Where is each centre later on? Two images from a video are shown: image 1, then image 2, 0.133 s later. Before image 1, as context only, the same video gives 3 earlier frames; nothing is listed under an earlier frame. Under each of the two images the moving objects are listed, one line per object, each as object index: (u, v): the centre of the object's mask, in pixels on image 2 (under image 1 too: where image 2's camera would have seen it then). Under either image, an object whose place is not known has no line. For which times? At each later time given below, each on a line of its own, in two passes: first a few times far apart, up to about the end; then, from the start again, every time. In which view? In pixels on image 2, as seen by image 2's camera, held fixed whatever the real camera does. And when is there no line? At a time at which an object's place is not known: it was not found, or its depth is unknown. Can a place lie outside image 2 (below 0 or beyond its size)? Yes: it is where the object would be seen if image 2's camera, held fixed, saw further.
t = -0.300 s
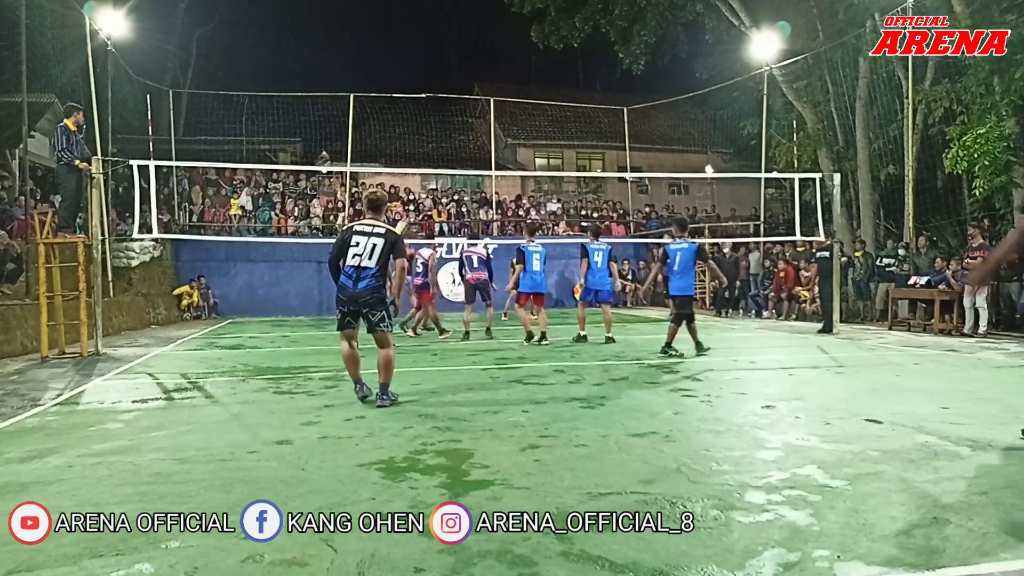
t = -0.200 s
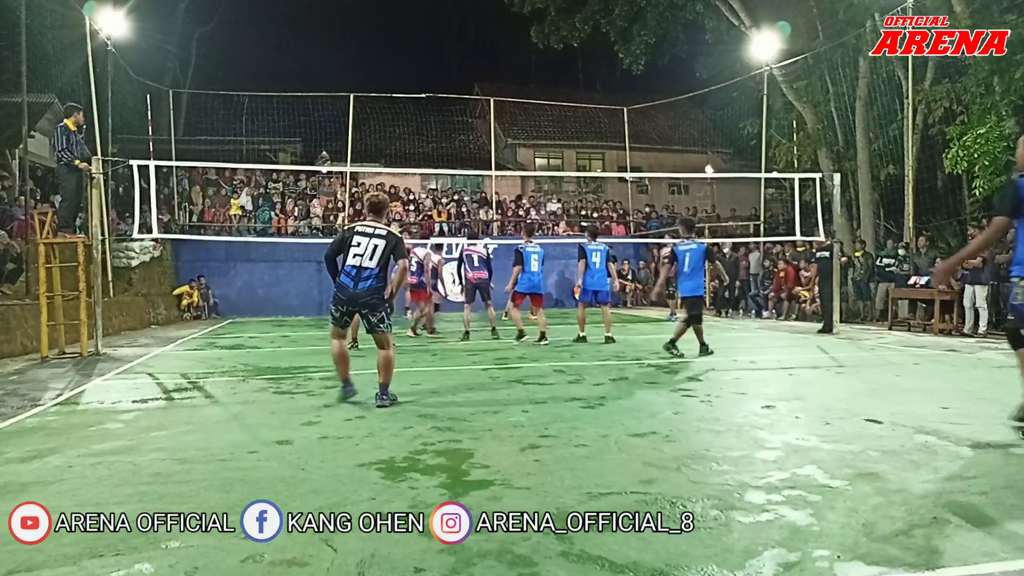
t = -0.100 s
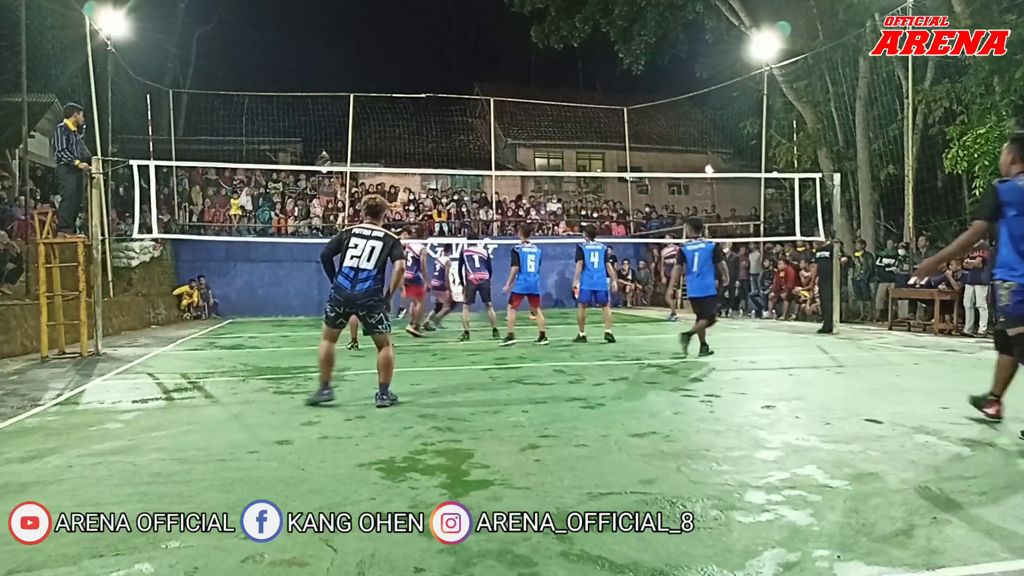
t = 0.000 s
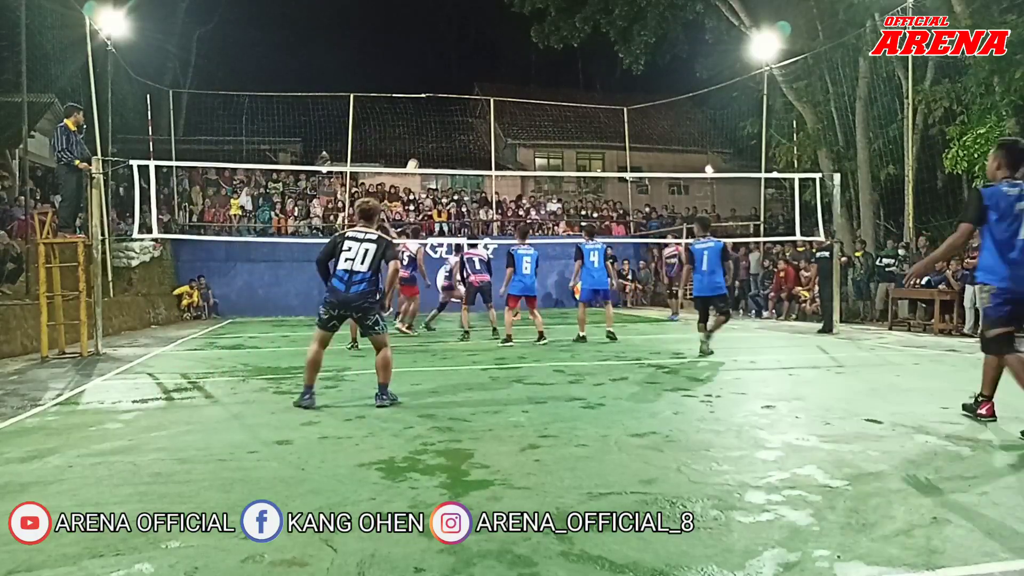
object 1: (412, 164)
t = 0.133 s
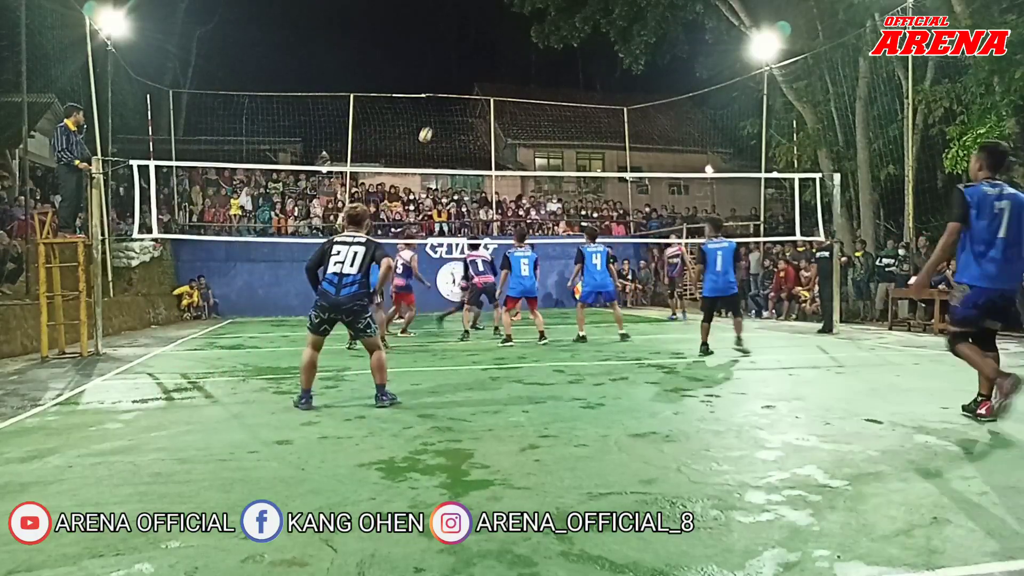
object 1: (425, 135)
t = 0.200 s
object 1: (432, 121)
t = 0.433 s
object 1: (458, 91)
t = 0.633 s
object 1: (482, 89)
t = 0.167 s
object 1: (428, 128)
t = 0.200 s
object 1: (432, 121)
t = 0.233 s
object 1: (436, 115)
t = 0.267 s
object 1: (439, 110)
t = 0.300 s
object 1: (443, 105)
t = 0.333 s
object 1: (446, 101)
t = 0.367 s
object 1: (450, 97)
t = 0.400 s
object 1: (454, 94)
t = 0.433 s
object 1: (458, 91)
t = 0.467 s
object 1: (462, 89)
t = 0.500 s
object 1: (466, 88)
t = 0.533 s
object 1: (469, 87)
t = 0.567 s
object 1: (474, 87)
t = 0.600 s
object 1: (478, 87)
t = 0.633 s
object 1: (482, 89)
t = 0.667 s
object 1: (486, 91)
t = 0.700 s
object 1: (490, 92)
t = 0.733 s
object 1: (495, 96)
